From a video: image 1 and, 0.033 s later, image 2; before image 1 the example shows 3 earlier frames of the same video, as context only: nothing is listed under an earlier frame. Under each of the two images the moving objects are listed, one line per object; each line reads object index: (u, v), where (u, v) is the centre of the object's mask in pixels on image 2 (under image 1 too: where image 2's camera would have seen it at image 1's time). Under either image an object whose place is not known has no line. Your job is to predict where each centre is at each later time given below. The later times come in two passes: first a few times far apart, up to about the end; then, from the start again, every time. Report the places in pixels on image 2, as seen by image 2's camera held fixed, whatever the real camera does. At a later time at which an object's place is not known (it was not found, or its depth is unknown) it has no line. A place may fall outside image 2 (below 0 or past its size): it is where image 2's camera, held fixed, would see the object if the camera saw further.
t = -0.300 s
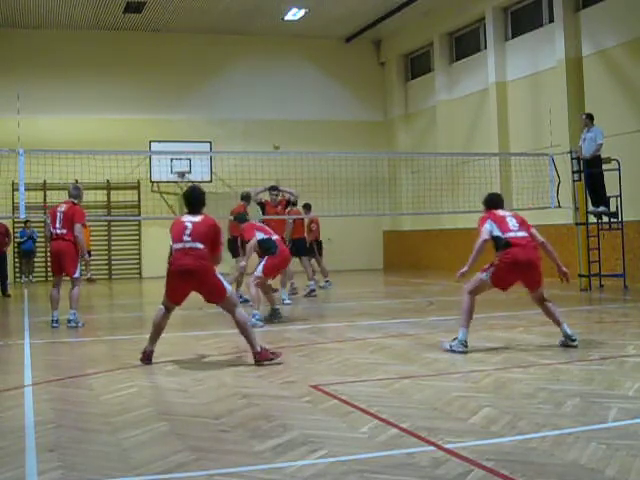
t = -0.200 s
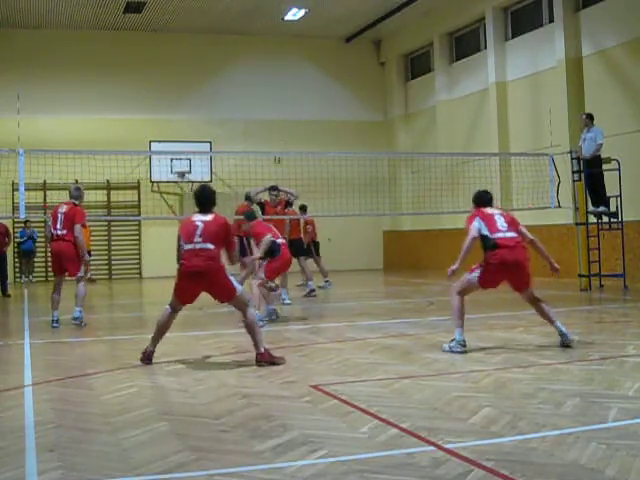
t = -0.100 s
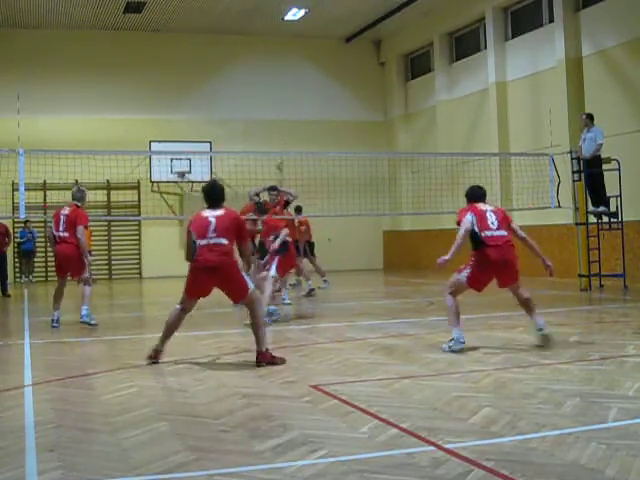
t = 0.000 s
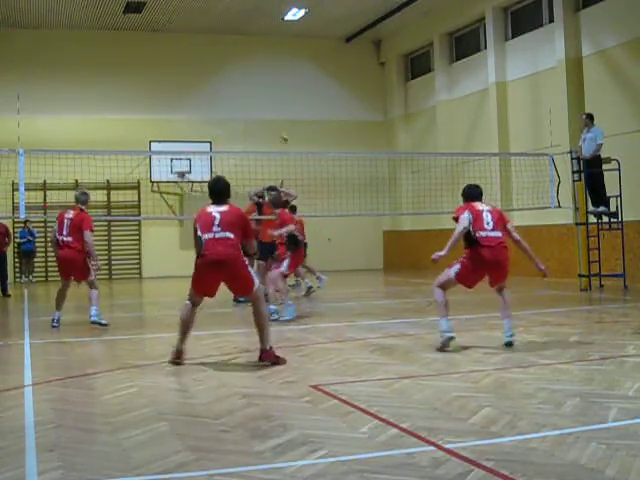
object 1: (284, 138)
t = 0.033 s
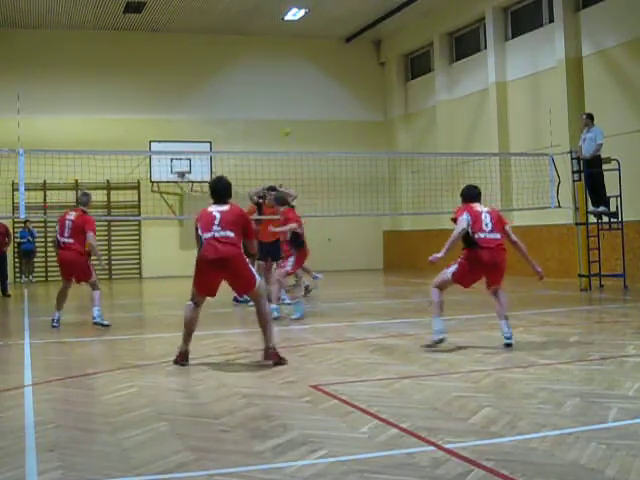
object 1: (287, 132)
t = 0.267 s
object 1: (302, 89)
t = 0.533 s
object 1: (326, 75)
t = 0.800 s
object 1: (364, 132)
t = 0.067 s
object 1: (288, 123)
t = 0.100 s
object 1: (291, 116)
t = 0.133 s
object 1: (293, 109)
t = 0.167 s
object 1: (295, 104)
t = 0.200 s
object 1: (298, 98)
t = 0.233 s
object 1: (300, 94)
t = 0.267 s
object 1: (302, 89)
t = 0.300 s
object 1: (305, 85)
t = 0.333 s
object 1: (308, 82)
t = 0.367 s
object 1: (311, 79)
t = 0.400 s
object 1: (313, 76)
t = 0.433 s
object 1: (317, 75)
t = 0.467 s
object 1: (320, 75)
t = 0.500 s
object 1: (323, 75)
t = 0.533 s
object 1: (326, 75)
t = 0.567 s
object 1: (331, 79)
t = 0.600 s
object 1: (335, 82)
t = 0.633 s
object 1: (339, 86)
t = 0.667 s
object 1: (343, 91)
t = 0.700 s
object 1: (349, 99)
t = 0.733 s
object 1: (353, 108)
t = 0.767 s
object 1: (358, 118)
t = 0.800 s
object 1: (364, 132)
